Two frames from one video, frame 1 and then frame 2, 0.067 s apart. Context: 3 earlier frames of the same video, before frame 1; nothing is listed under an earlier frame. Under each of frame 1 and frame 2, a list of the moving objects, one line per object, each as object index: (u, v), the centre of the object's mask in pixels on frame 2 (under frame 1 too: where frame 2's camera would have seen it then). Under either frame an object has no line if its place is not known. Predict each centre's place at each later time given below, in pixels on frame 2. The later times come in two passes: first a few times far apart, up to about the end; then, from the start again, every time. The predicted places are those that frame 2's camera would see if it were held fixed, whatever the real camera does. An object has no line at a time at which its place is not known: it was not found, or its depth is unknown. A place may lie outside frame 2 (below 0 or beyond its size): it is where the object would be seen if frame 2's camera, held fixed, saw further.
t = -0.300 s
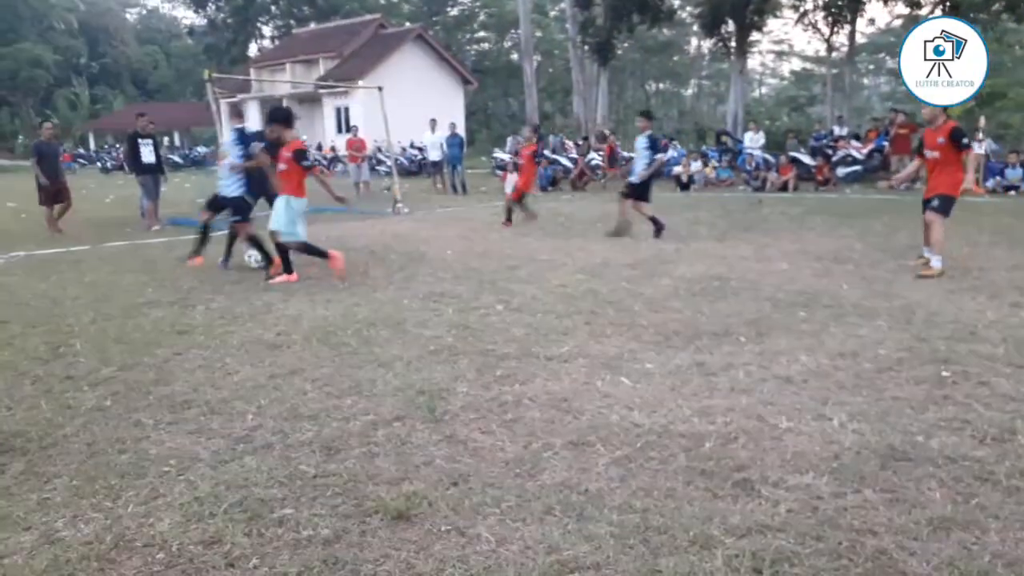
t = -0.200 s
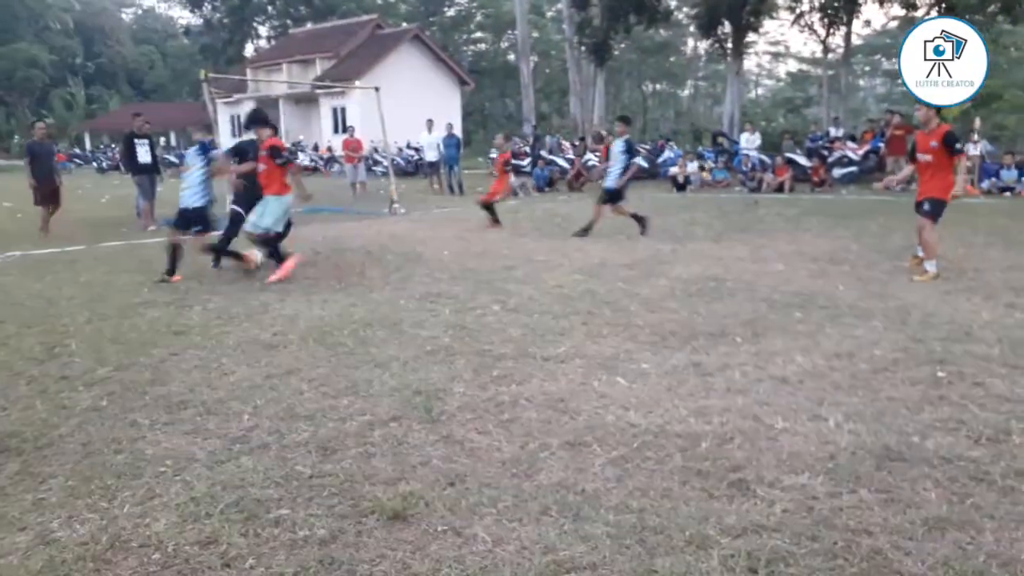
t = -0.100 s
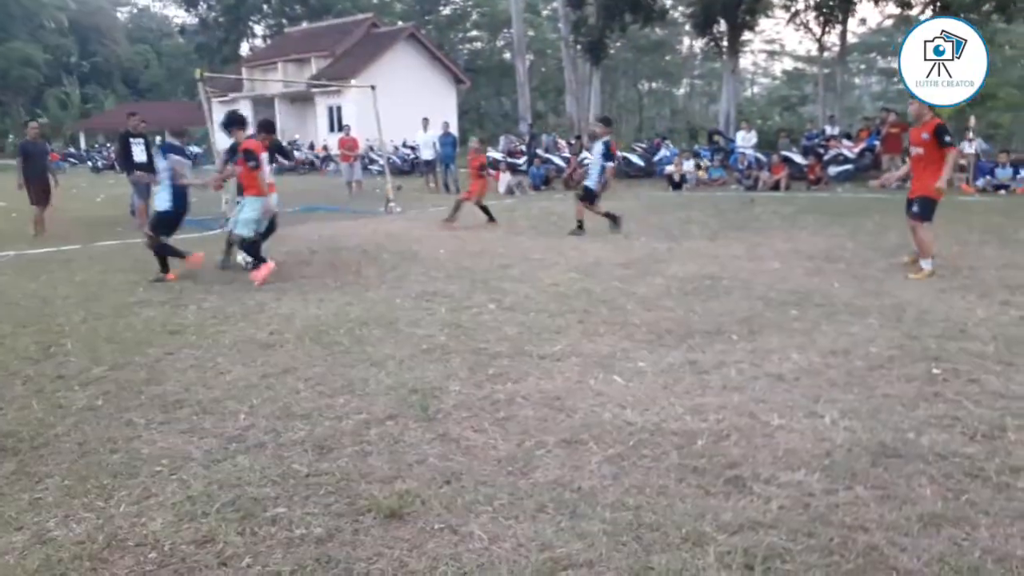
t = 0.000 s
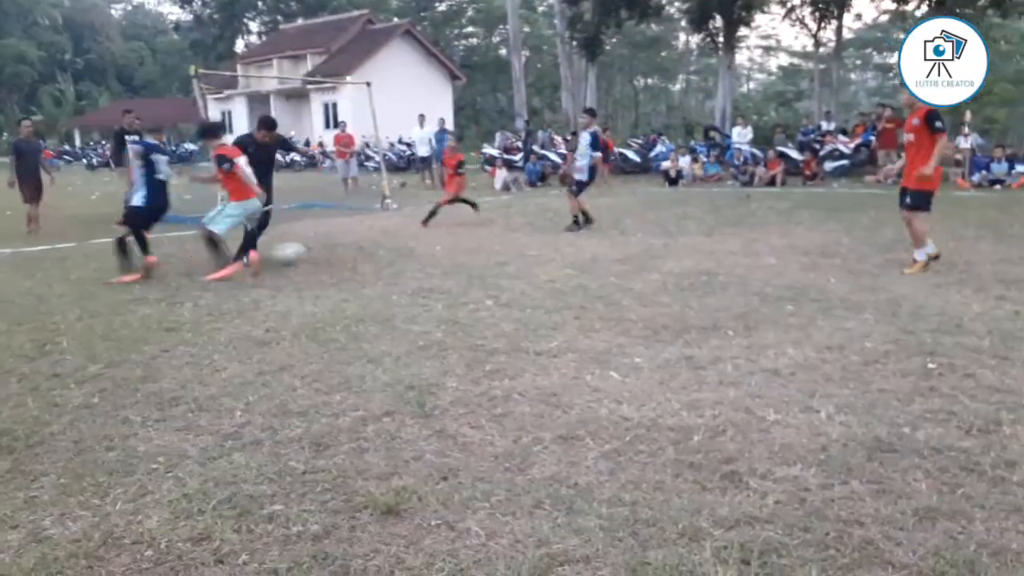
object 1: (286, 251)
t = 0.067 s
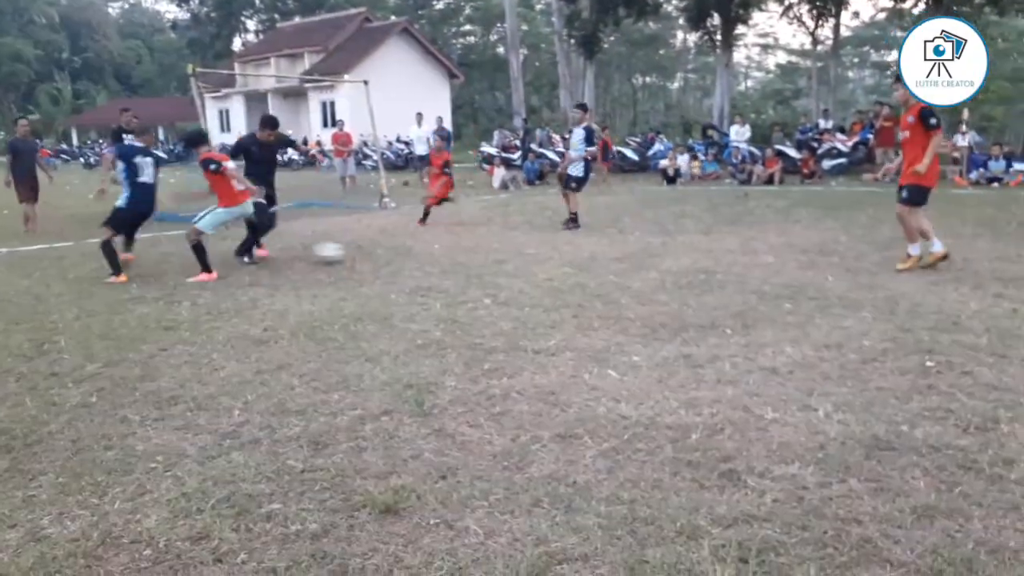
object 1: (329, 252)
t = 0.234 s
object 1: (416, 250)
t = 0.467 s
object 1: (503, 247)
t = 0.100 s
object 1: (350, 252)
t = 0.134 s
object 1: (368, 252)
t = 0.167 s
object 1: (383, 250)
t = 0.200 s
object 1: (399, 249)
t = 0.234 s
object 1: (416, 250)
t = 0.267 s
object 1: (432, 251)
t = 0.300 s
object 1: (445, 249)
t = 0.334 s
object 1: (456, 248)
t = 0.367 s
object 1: (469, 246)
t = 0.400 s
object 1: (480, 246)
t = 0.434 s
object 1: (492, 246)
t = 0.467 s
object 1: (503, 247)
